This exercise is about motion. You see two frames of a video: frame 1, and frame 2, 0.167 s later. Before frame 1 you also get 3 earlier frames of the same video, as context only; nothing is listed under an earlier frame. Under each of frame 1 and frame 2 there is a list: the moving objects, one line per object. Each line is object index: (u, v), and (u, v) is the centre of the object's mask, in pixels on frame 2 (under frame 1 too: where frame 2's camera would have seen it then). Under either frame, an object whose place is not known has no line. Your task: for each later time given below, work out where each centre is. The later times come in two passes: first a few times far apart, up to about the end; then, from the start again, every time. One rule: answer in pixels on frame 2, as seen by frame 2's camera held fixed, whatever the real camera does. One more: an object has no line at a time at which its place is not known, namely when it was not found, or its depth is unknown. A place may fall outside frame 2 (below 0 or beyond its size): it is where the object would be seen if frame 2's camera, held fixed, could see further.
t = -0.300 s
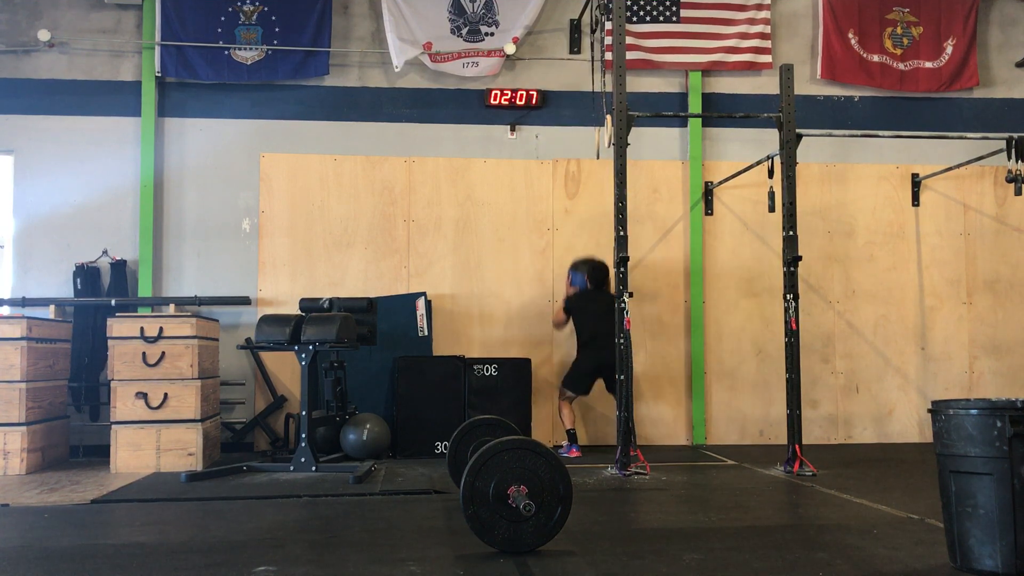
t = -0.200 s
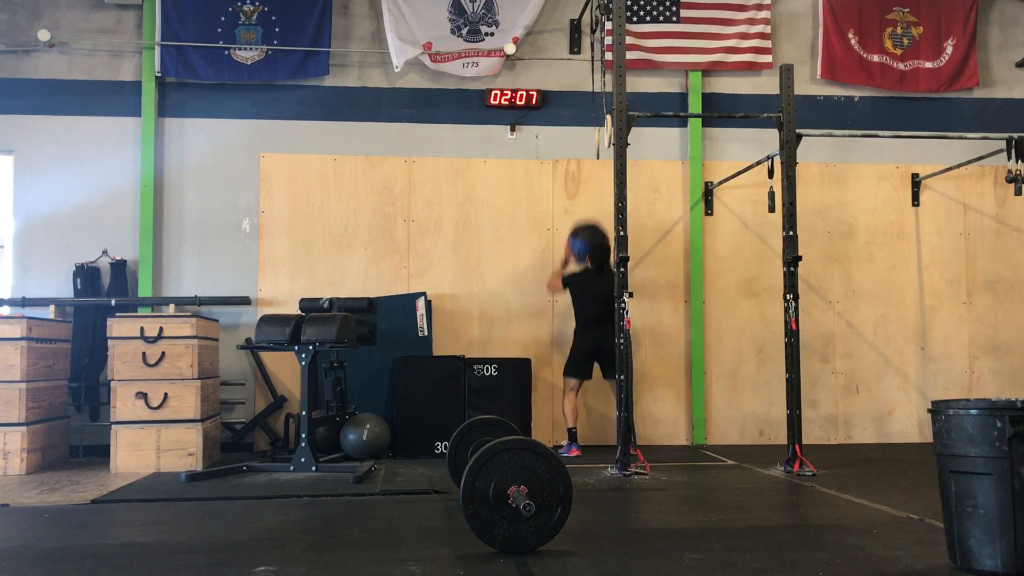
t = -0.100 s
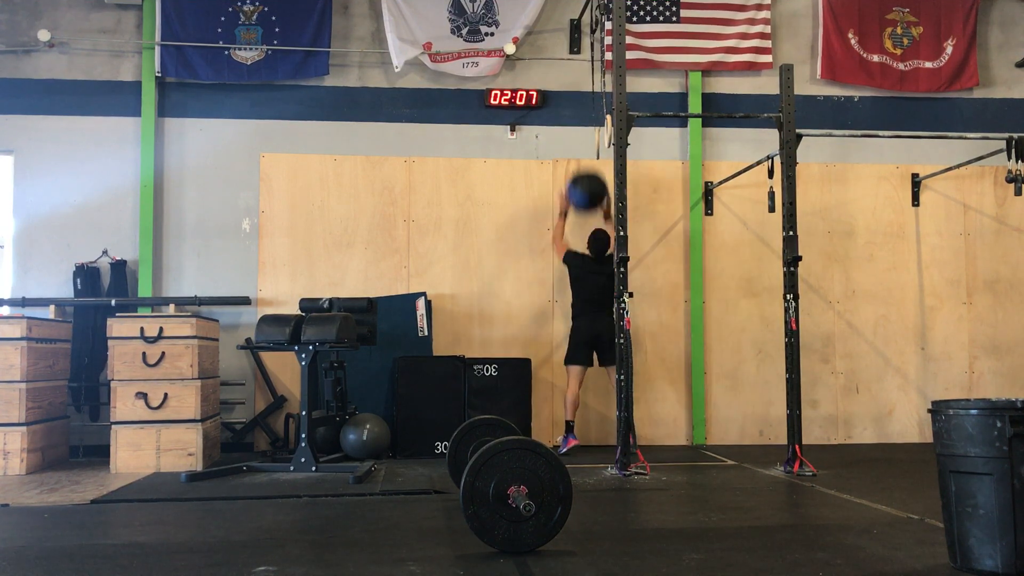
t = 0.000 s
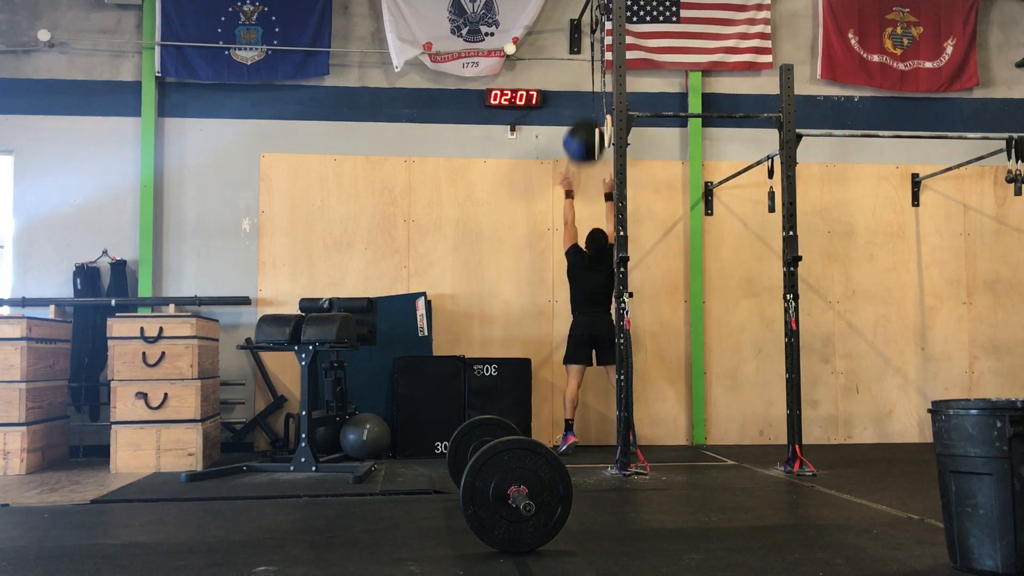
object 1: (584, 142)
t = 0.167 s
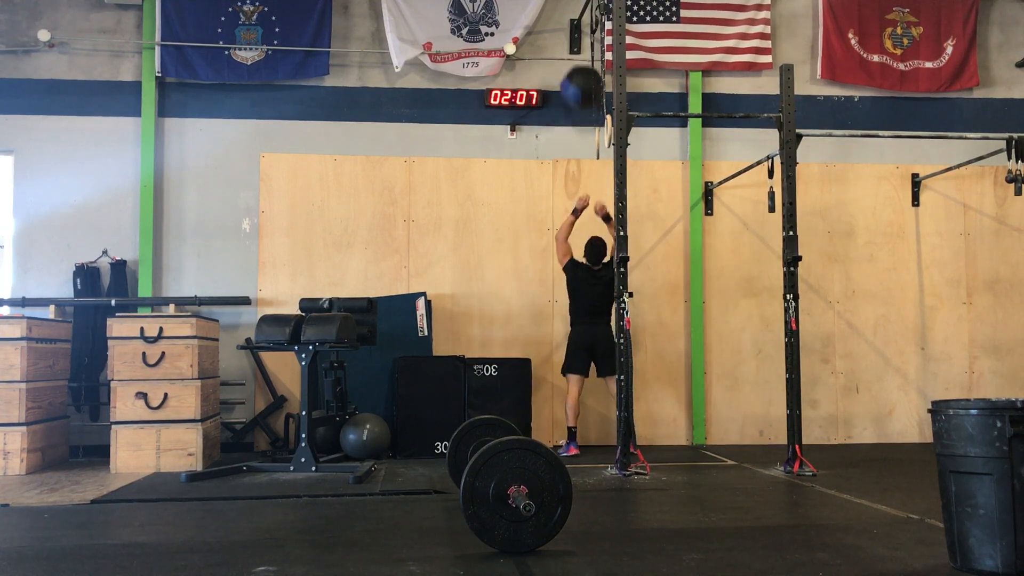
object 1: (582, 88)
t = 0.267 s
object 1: (580, 71)
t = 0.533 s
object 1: (579, 77)
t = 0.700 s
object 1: (577, 118)
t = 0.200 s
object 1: (581, 81)
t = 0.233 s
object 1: (581, 75)
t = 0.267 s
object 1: (580, 71)
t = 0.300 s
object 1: (580, 68)
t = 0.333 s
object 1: (579, 67)
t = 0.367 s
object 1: (579, 66)
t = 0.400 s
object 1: (579, 67)
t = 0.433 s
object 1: (579, 68)
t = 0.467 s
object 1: (579, 70)
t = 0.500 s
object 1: (579, 73)
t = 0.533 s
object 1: (579, 77)
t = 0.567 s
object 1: (579, 83)
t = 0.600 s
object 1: (579, 90)
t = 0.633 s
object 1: (578, 98)
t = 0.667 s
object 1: (577, 107)
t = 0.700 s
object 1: (577, 118)
